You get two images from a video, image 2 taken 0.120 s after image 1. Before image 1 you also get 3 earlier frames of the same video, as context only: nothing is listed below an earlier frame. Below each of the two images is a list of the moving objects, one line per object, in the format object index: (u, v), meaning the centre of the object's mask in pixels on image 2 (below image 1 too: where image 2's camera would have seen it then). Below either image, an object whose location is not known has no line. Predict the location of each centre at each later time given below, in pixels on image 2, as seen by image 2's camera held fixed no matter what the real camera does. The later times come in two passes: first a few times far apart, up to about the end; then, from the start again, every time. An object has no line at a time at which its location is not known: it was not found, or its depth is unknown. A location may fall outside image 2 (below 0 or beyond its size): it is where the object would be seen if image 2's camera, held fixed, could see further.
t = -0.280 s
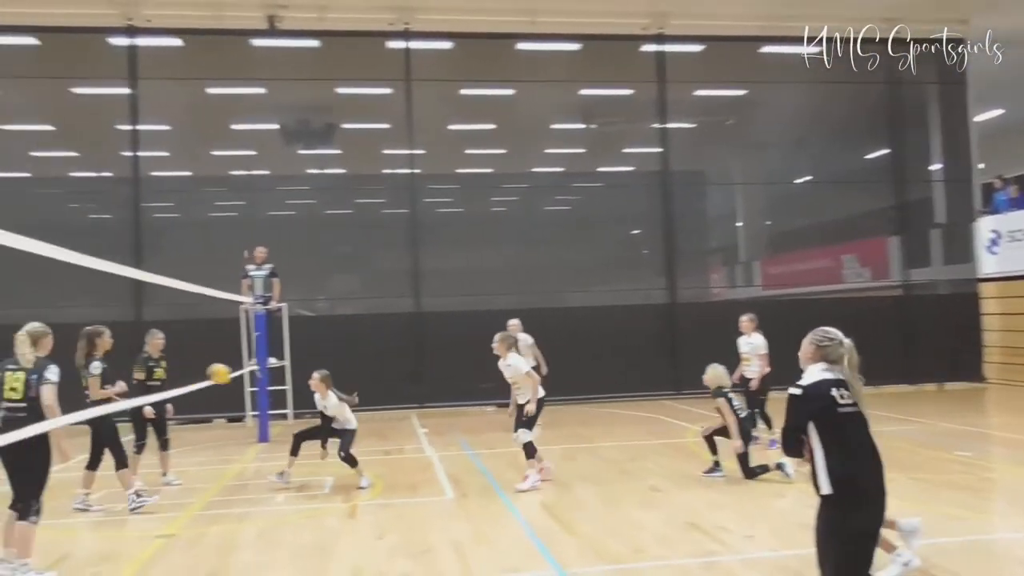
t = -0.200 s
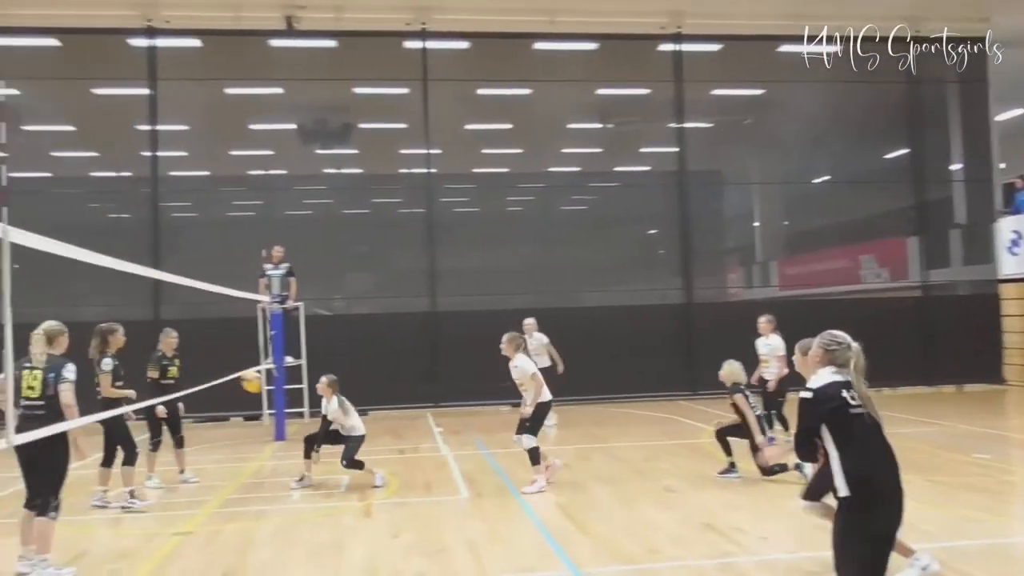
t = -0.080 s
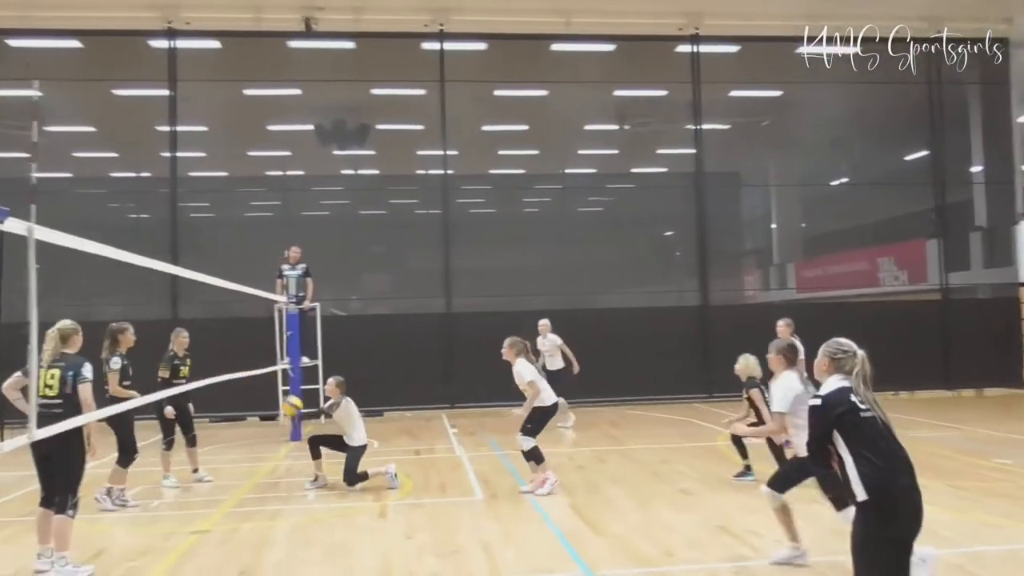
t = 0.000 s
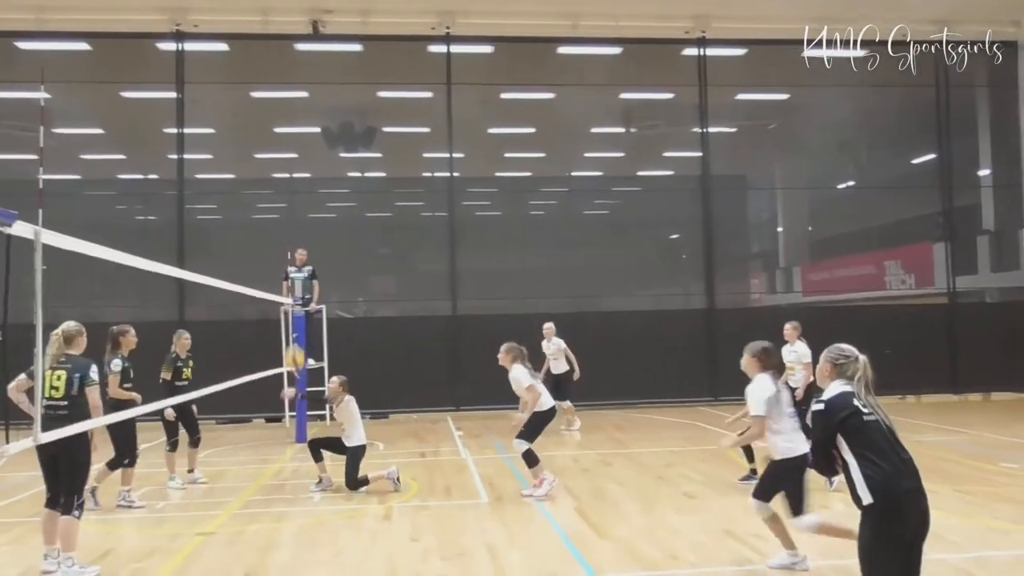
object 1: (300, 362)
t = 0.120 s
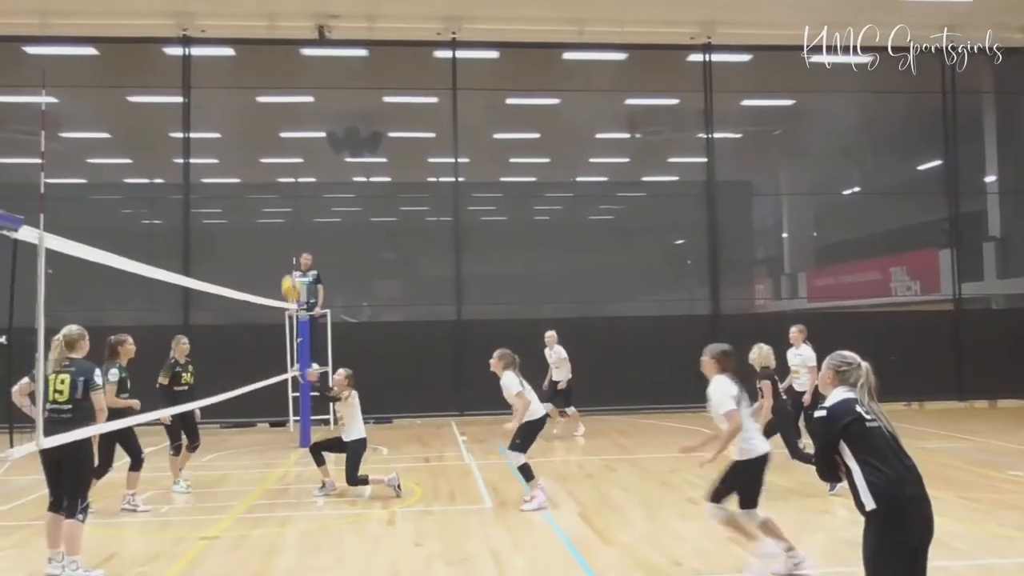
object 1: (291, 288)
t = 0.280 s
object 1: (283, 208)
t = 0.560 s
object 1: (271, 124)
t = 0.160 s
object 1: (288, 265)
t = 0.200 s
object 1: (287, 244)
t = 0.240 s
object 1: (285, 226)
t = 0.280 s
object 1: (283, 208)
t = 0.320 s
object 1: (280, 192)
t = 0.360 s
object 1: (278, 176)
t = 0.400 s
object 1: (277, 164)
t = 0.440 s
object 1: (276, 149)
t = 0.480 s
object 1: (274, 140)
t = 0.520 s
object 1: (273, 132)
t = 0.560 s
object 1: (271, 124)
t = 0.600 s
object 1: (269, 118)
